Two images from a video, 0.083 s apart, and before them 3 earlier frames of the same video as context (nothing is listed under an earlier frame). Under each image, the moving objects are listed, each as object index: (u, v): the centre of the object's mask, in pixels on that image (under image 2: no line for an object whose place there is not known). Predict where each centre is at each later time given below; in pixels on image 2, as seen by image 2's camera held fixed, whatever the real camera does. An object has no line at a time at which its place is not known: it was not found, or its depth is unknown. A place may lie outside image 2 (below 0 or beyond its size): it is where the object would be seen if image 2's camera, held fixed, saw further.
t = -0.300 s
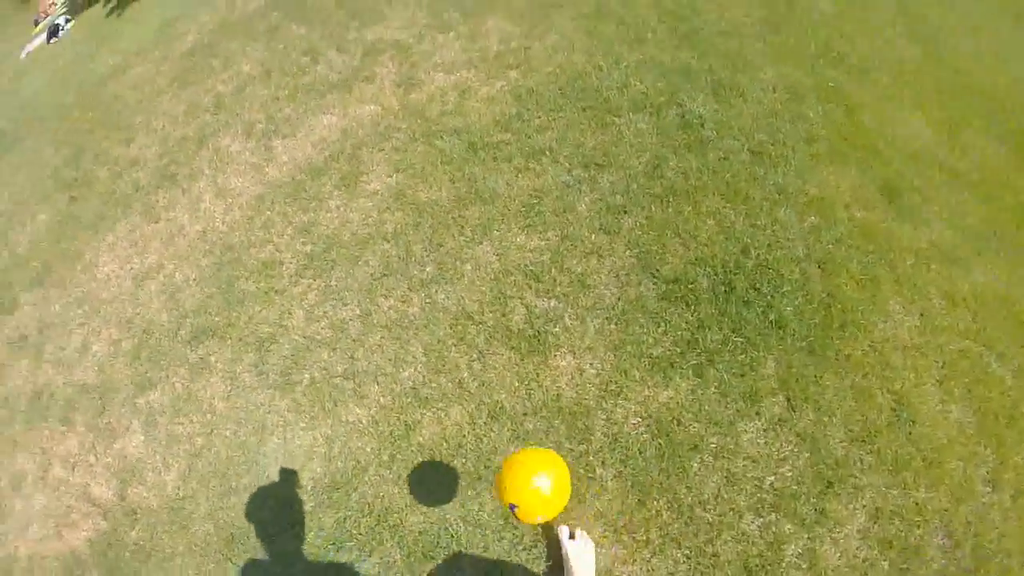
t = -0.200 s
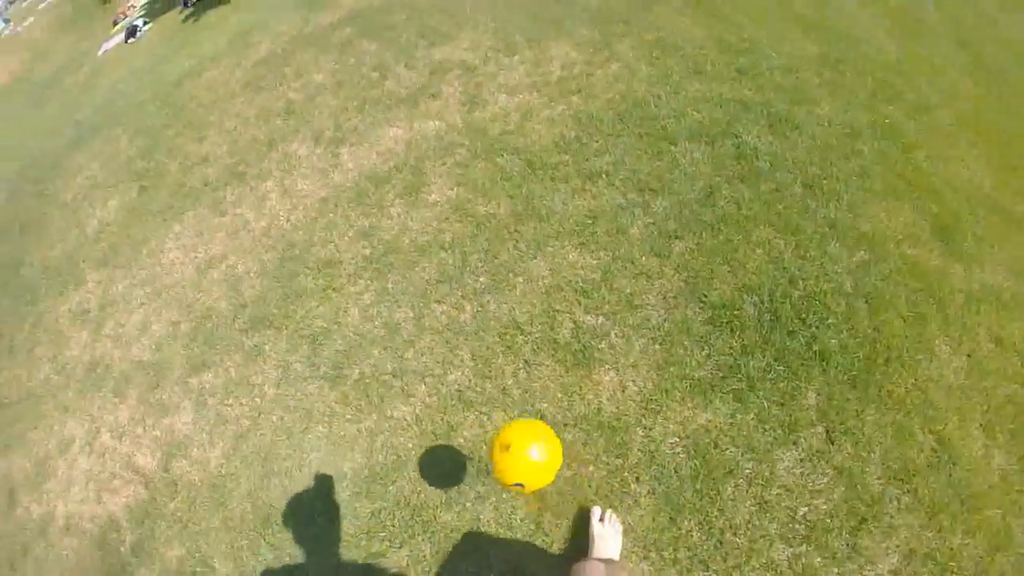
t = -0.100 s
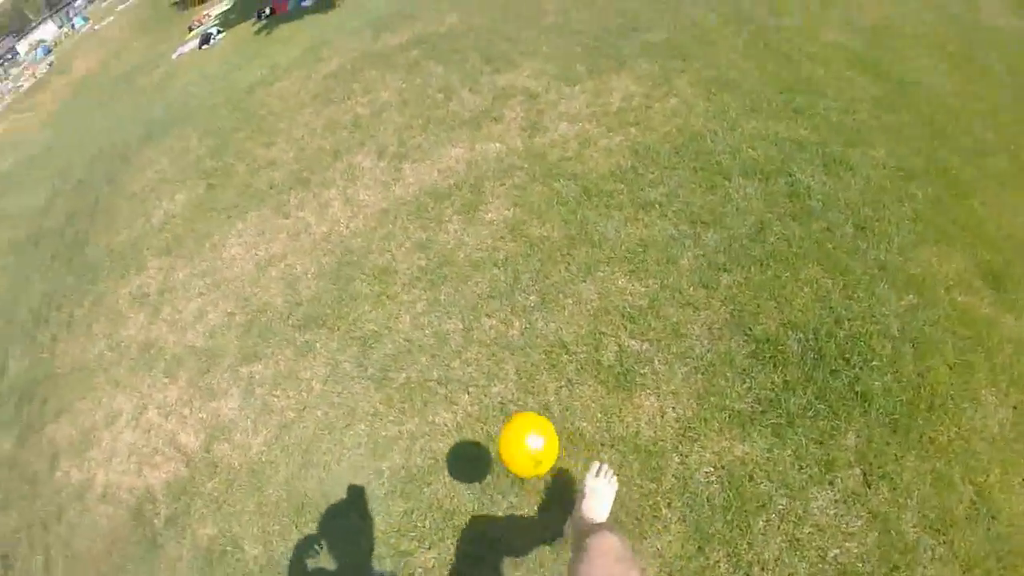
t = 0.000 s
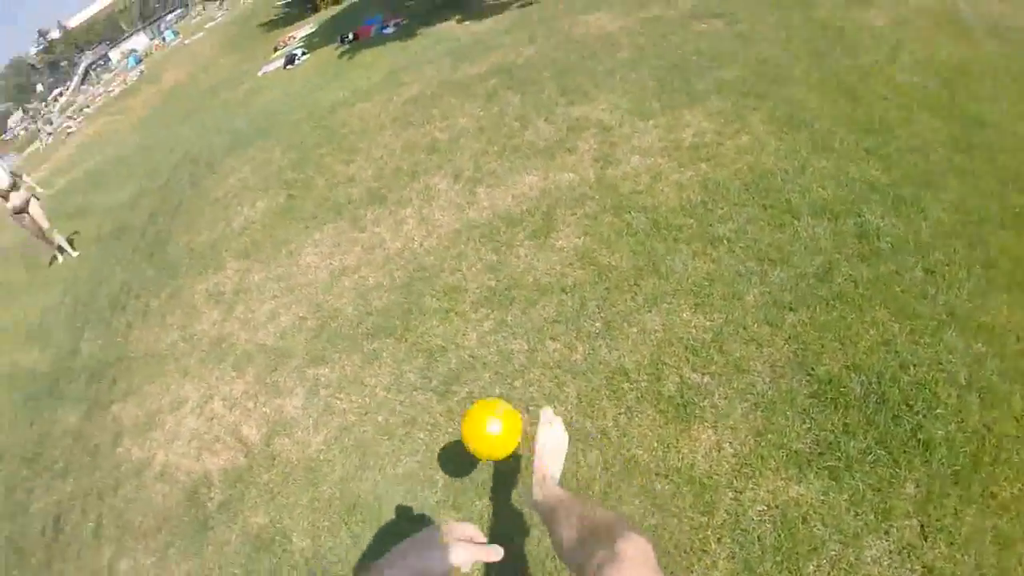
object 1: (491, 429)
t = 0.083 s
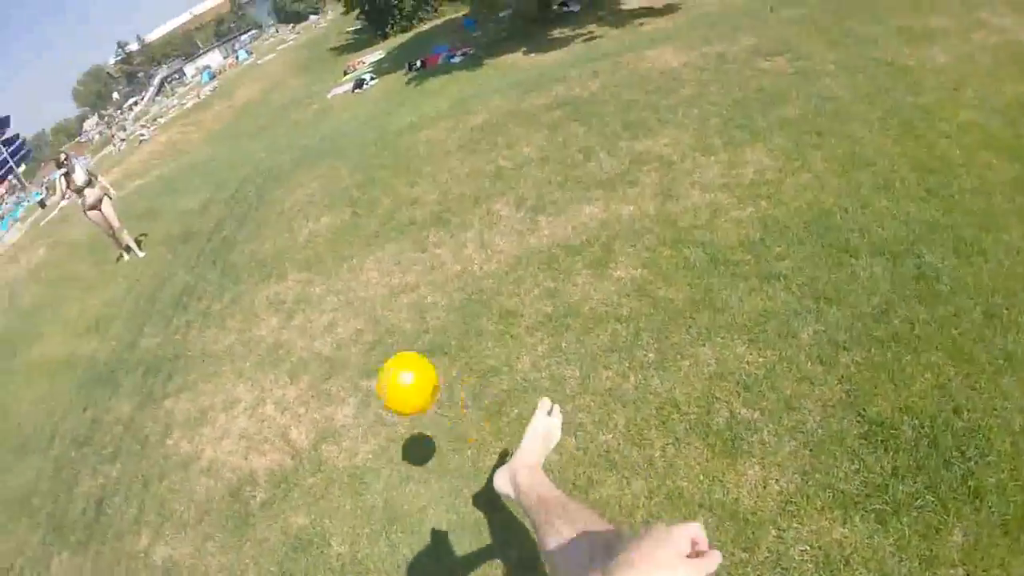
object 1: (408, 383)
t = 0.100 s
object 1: (384, 371)
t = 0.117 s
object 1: (361, 360)
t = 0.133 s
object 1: (339, 351)
